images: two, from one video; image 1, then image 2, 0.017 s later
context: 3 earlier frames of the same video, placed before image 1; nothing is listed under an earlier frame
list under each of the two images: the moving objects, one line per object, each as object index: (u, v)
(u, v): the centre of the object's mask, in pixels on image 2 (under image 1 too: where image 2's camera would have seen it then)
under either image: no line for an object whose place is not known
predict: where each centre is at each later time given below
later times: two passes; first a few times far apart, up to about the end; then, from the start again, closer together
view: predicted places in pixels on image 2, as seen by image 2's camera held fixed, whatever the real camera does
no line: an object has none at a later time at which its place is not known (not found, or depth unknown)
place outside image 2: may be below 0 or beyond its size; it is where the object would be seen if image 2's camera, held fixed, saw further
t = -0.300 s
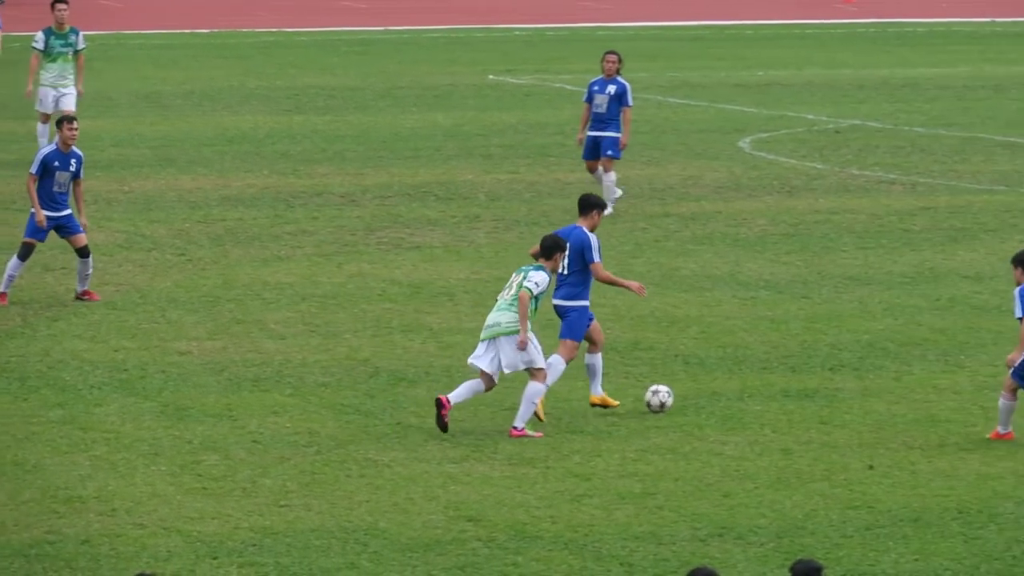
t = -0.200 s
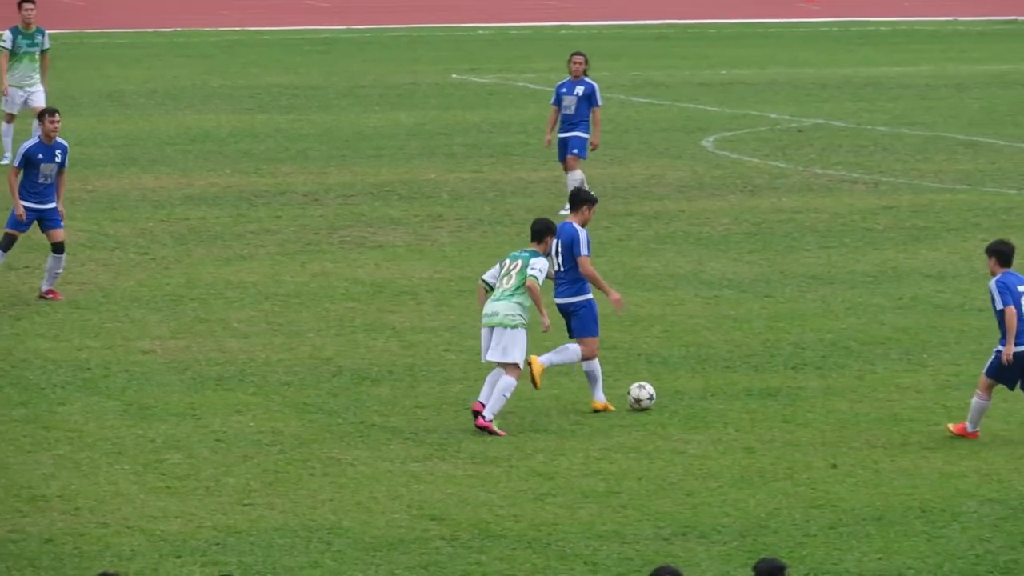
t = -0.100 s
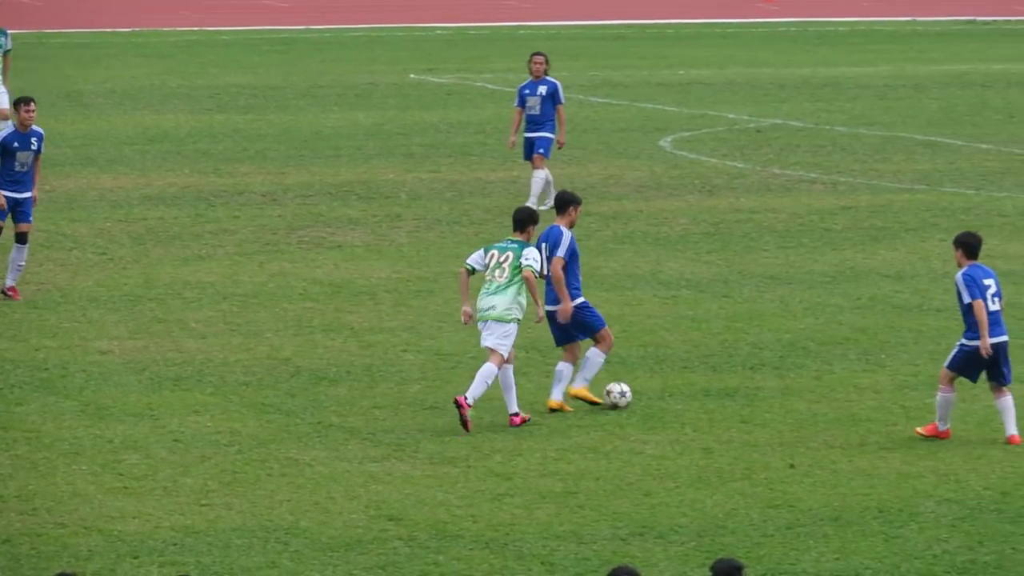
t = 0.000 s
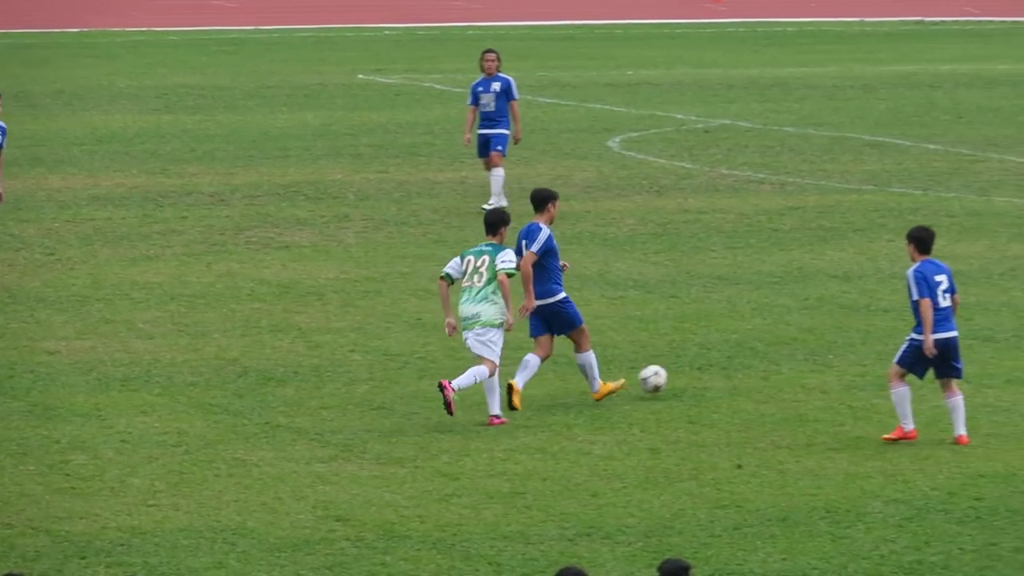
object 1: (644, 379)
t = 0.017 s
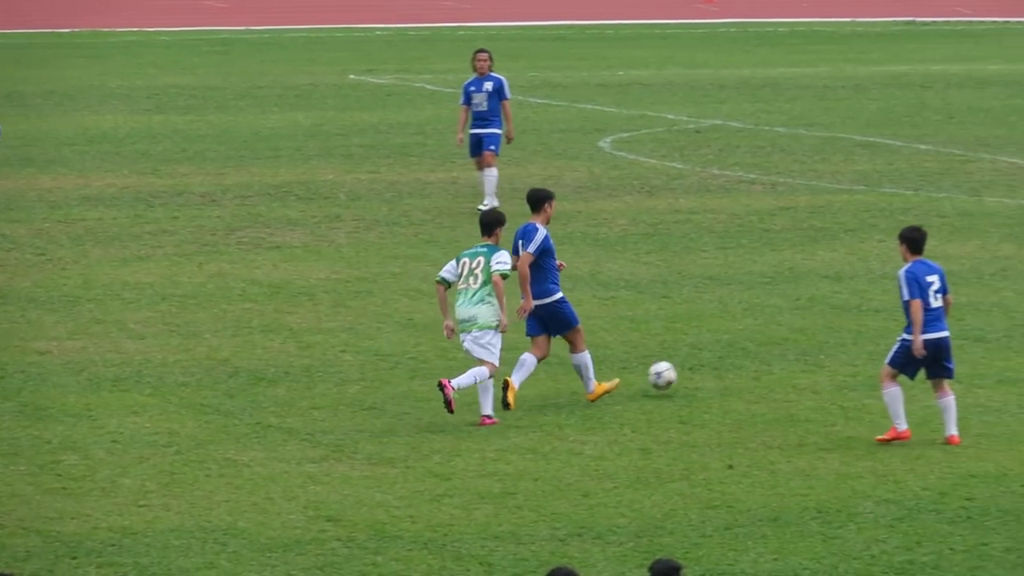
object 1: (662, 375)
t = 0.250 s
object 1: (887, 348)
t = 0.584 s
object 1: (1115, 317)
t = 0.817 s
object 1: (1202, 321)
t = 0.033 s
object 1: (680, 371)
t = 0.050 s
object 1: (697, 369)
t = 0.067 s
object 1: (714, 366)
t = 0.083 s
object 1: (731, 364)
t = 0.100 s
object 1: (748, 362)
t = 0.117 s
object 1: (765, 361)
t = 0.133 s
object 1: (781, 360)
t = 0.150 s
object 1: (797, 360)
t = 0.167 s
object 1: (813, 360)
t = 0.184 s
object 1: (829, 360)
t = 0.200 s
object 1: (845, 360)
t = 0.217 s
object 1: (859, 357)
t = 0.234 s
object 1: (871, 352)
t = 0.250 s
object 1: (887, 348)
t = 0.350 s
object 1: (966, 326)
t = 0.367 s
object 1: (977, 324)
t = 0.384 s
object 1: (989, 323)
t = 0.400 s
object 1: (1001, 321)
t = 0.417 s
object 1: (1014, 321)
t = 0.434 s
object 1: (1026, 320)
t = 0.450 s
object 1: (1038, 320)
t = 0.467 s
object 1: (1050, 321)
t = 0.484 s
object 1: (1060, 321)
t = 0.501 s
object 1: (1071, 322)
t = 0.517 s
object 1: (1082, 323)
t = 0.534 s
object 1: (1092, 323)
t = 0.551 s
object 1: (1100, 321)
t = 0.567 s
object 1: (1107, 319)
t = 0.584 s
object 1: (1115, 317)
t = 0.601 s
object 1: (1122, 315)
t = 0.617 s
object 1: (1129, 314)
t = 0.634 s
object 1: (1137, 312)
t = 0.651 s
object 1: (1144, 313)
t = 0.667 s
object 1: (1150, 312)
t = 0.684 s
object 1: (1157, 314)
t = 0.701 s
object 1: (1163, 316)
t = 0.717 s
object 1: (1170, 317)
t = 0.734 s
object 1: (1176, 318)
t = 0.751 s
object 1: (1183, 320)
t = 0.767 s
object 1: (1189, 323)
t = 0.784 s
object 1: (1192, 322)
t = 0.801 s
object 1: (1197, 322)
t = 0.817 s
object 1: (1202, 321)
